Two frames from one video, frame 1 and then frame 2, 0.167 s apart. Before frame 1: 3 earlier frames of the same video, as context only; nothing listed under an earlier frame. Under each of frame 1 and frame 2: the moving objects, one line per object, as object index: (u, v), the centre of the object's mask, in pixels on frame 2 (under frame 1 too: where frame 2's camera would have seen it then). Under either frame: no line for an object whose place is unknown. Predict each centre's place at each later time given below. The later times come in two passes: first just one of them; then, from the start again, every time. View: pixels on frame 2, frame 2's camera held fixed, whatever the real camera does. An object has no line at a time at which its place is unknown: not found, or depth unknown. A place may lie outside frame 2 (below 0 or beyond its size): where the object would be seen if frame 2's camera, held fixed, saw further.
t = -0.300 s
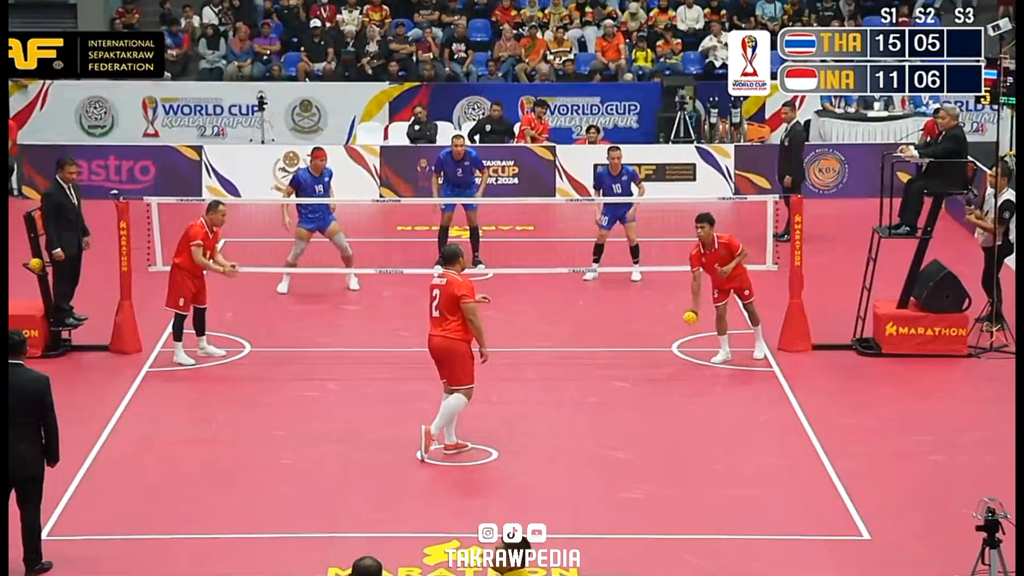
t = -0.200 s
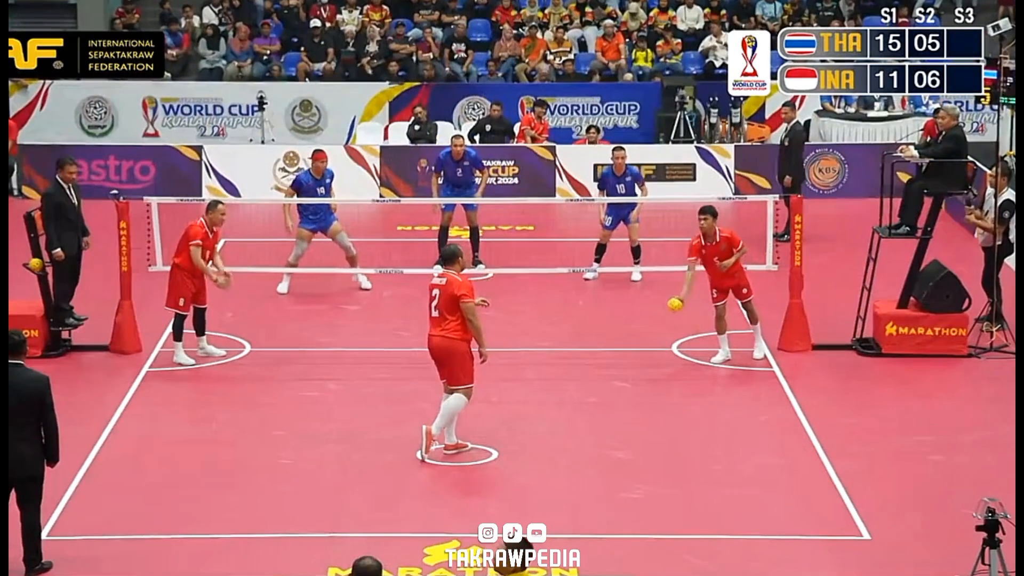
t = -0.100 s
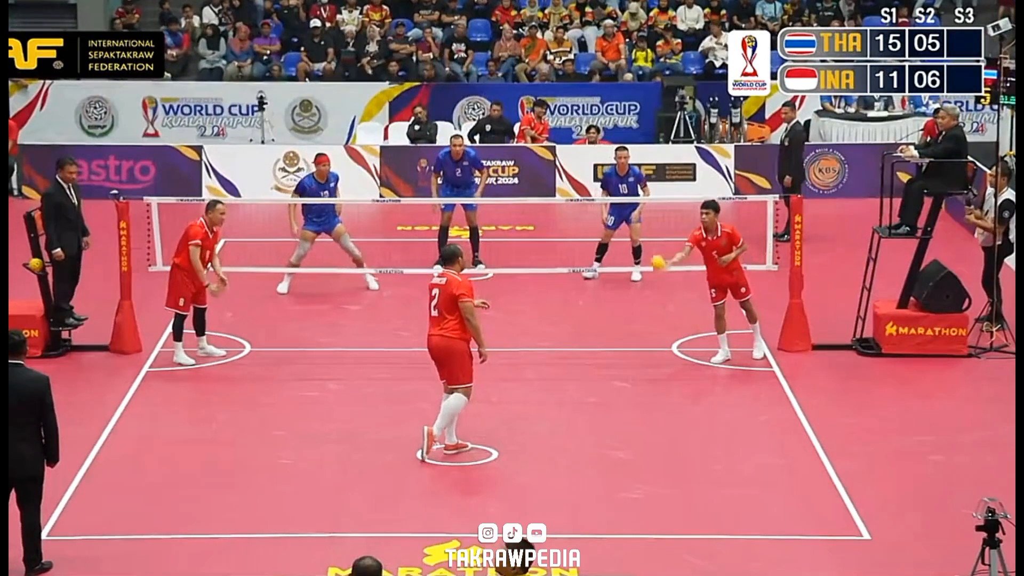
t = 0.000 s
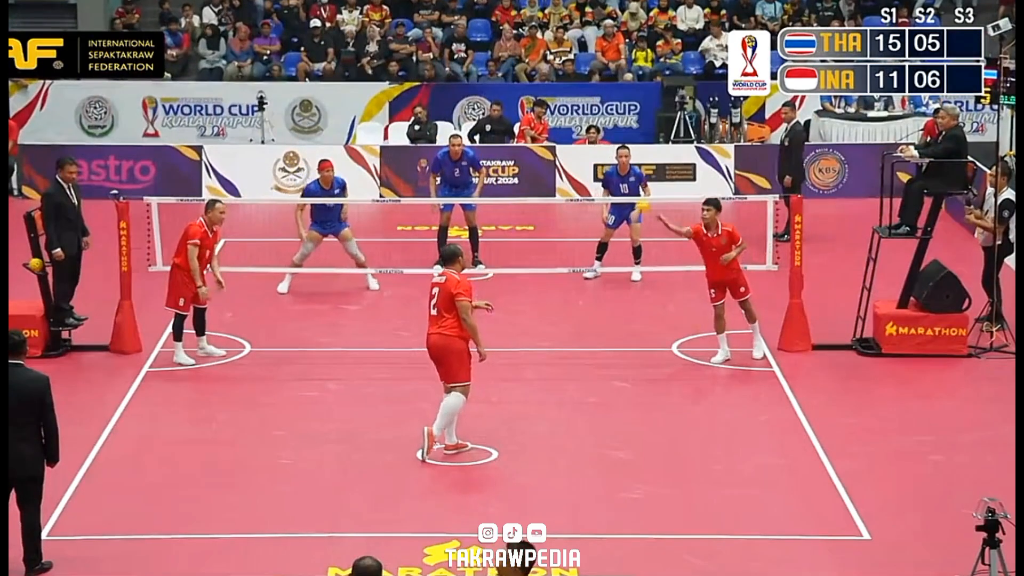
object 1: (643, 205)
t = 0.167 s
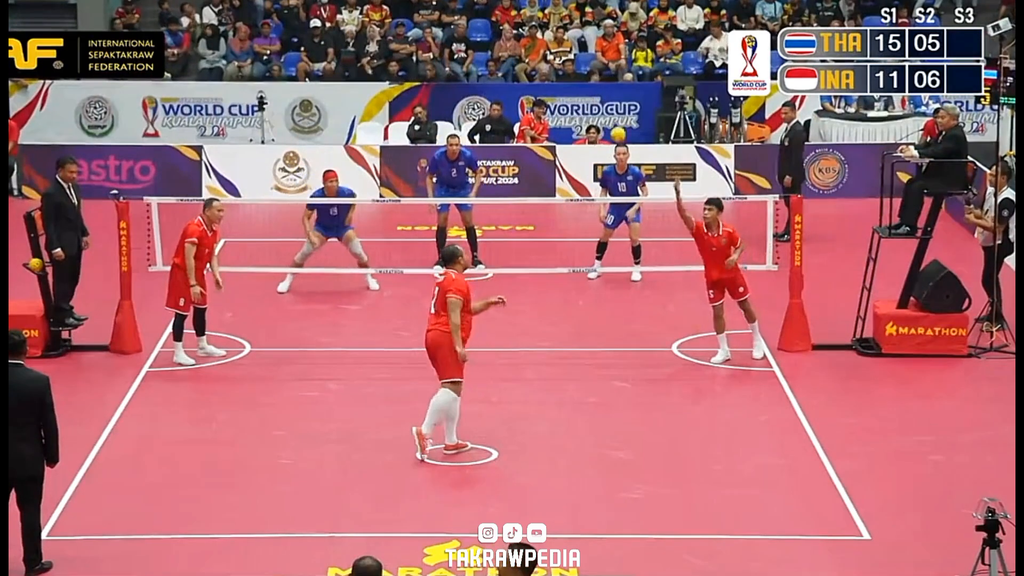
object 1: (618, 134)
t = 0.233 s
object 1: (609, 113)
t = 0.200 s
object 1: (612, 120)
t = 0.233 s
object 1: (609, 113)
